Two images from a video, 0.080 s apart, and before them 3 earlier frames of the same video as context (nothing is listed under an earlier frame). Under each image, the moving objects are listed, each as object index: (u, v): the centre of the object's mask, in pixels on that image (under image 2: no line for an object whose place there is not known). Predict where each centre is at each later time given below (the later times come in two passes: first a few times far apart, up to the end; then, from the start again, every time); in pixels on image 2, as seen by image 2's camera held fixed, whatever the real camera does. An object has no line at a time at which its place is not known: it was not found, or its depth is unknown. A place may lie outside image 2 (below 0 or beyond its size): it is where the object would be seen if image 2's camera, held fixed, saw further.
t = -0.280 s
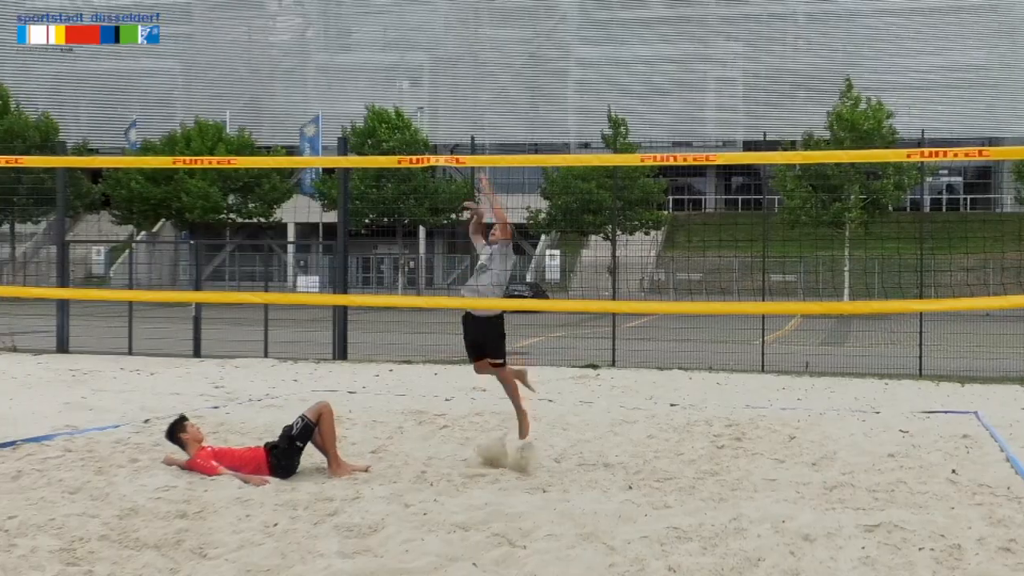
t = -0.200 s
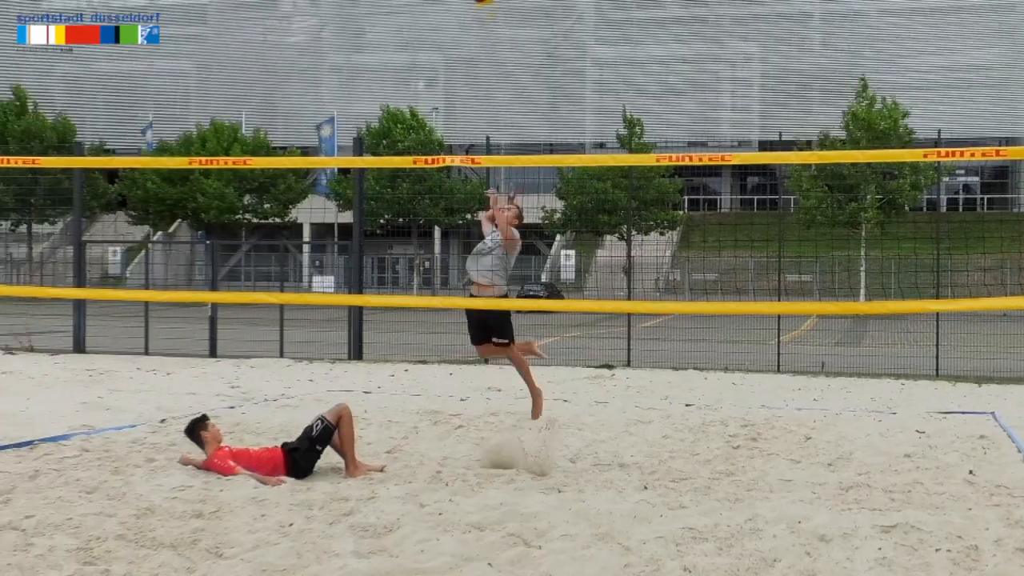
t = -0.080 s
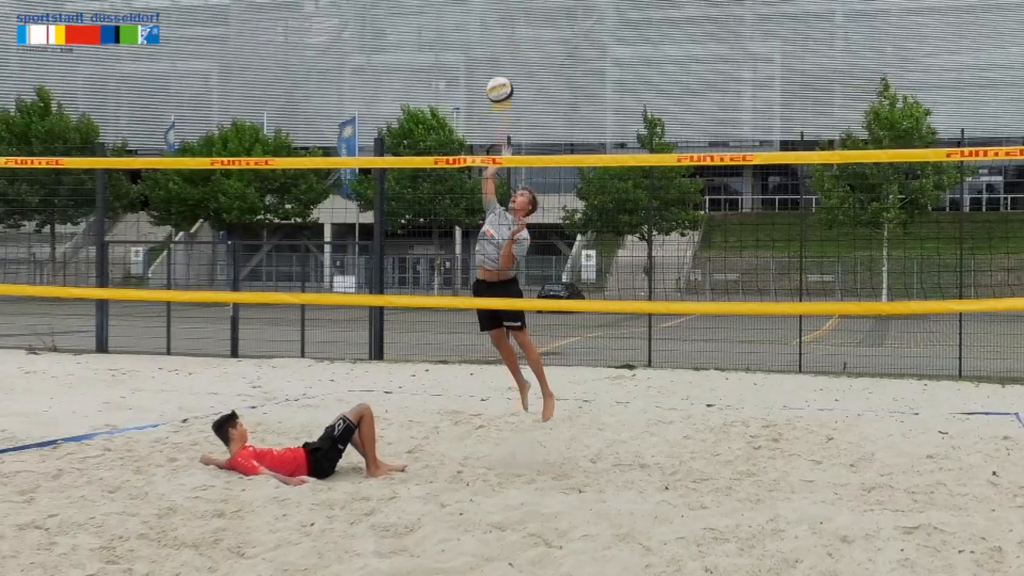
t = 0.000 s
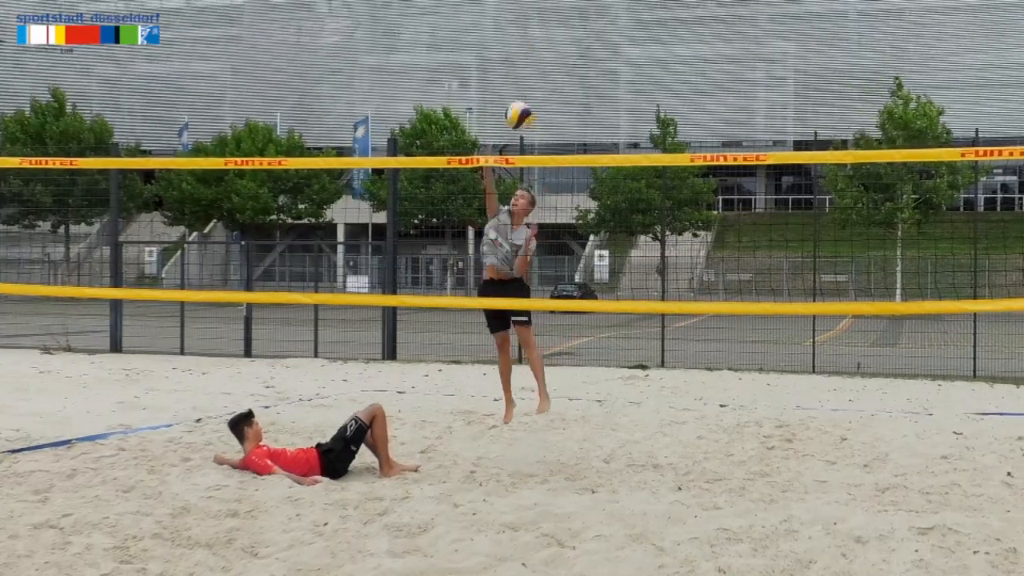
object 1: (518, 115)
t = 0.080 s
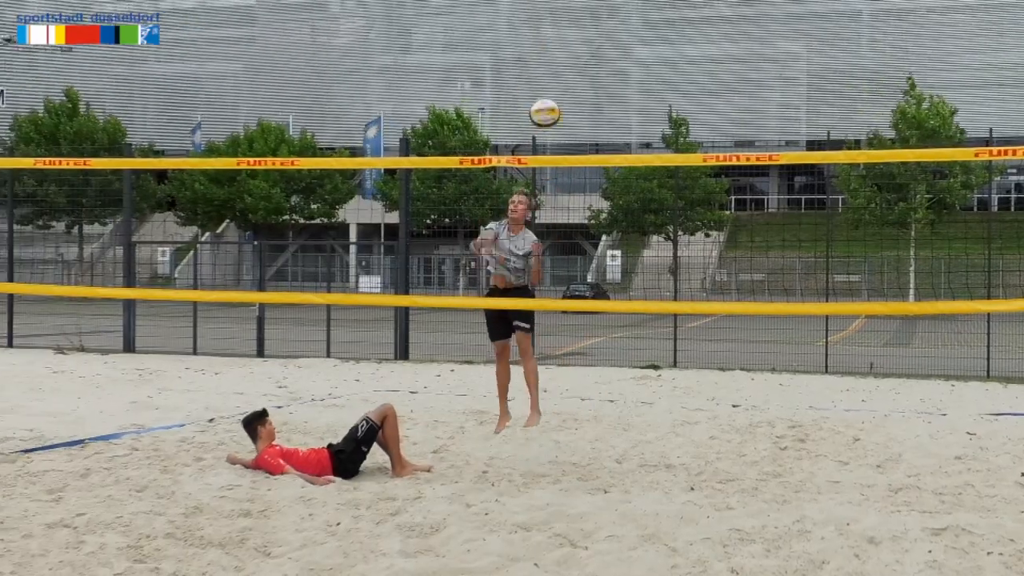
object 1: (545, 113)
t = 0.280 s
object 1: (600, 162)
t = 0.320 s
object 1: (616, 185)
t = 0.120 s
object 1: (555, 116)
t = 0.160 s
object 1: (568, 121)
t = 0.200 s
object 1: (579, 131)
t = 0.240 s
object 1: (587, 144)
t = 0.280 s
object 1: (600, 162)
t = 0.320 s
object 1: (616, 185)
